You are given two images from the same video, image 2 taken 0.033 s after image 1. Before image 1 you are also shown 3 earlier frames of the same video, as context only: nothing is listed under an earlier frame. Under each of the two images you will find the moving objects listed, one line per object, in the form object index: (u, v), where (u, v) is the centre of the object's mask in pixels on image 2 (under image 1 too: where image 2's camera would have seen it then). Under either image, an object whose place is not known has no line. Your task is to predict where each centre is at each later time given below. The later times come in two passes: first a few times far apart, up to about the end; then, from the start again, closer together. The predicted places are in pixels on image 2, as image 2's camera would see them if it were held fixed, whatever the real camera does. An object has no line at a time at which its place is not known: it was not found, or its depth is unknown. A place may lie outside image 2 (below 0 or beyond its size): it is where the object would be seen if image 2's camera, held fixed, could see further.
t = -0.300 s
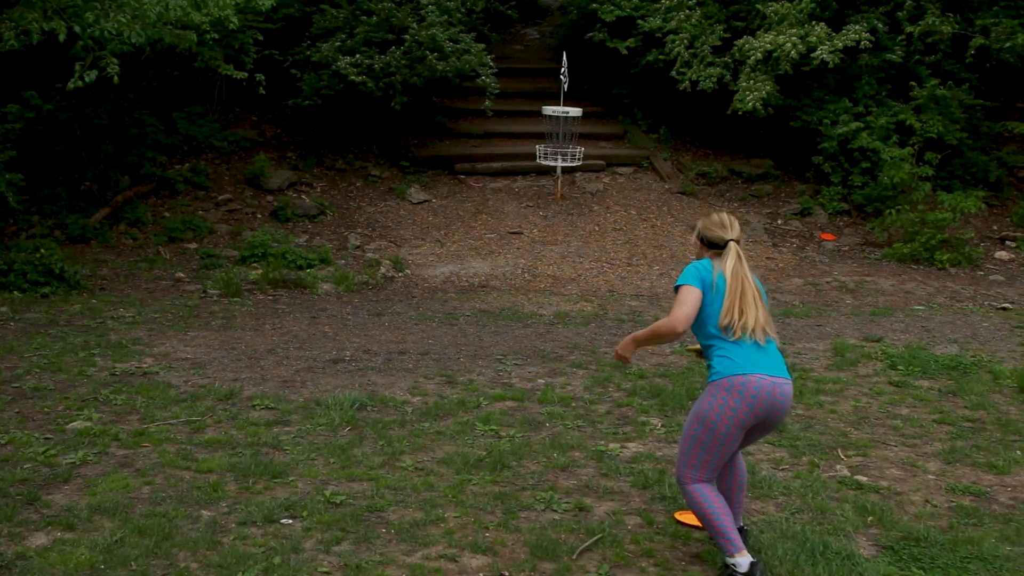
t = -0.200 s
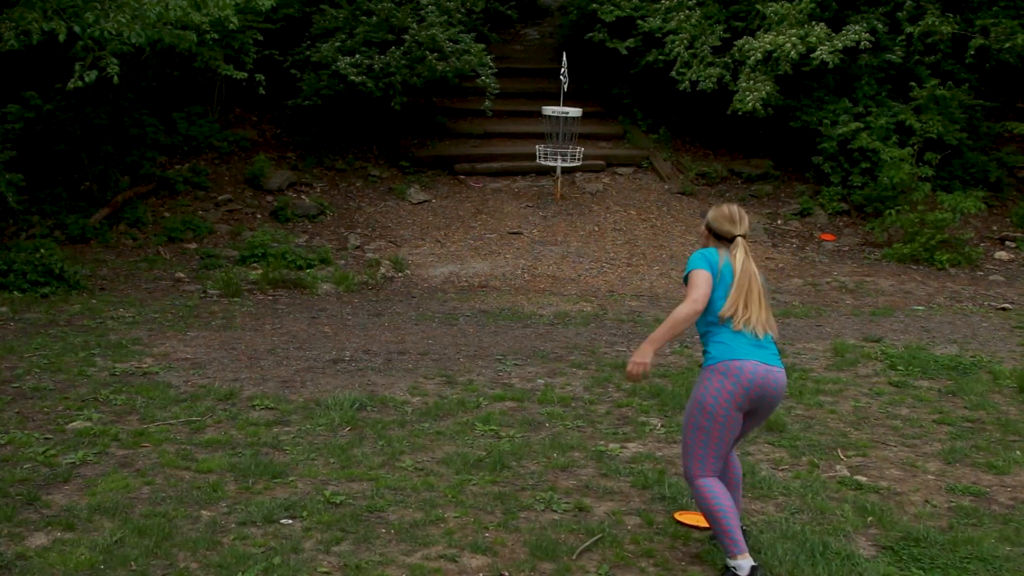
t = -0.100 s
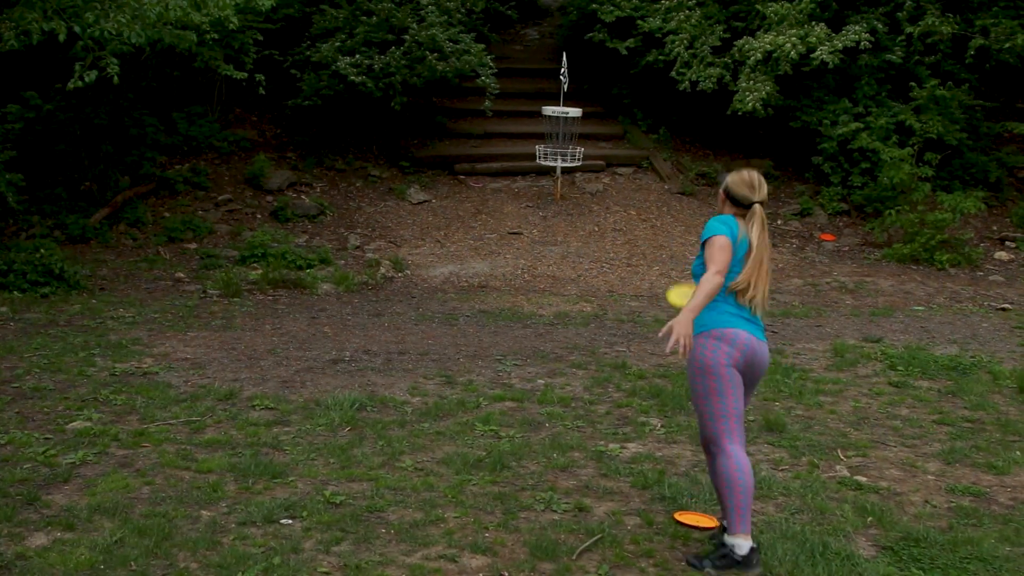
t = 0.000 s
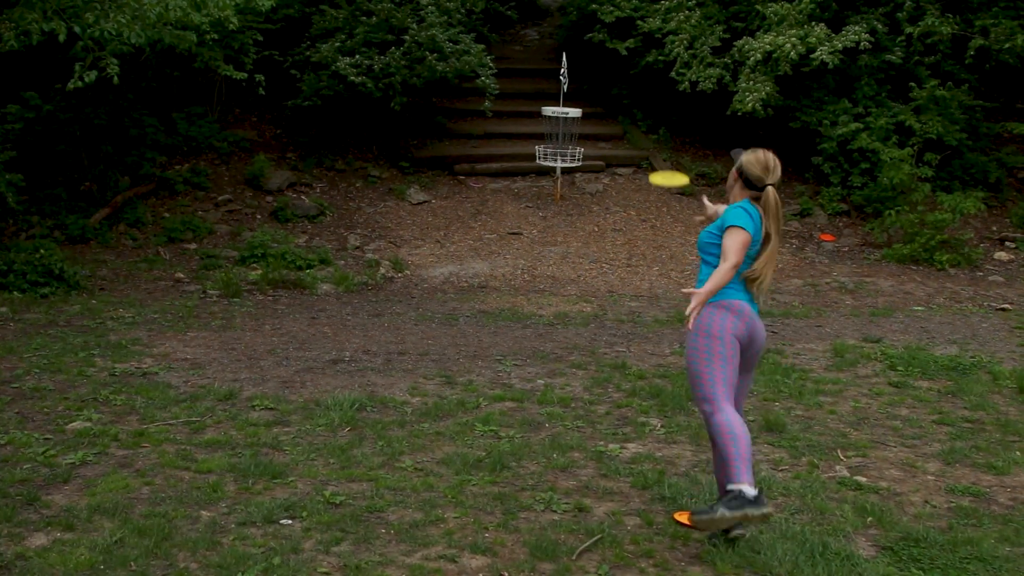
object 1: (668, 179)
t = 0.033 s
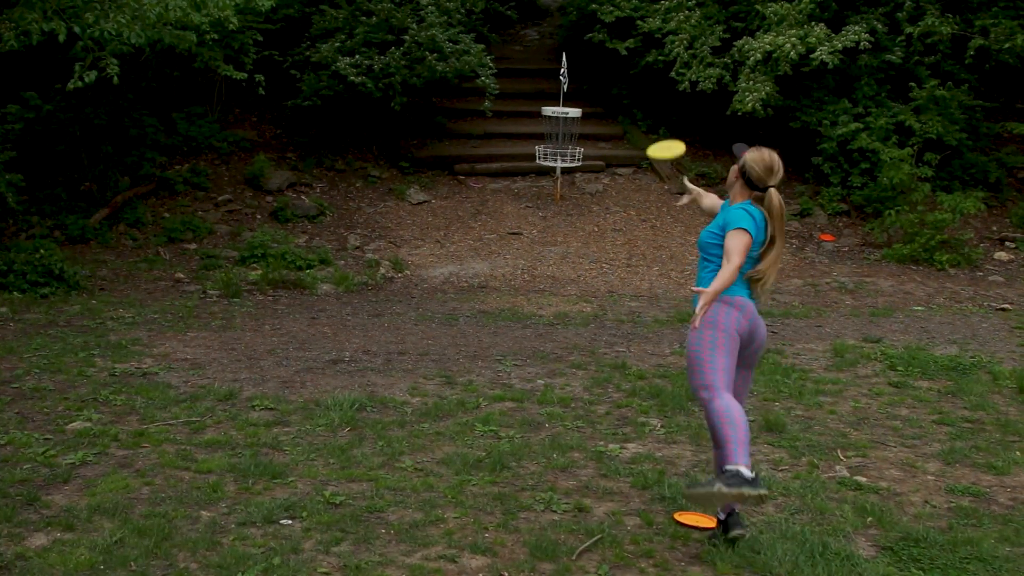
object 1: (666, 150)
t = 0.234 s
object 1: (650, 51)
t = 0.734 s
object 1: (623, 39)
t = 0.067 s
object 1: (662, 125)
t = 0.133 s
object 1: (657, 87)
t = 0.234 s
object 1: (650, 51)
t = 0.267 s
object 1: (647, 43)
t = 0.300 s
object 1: (646, 37)
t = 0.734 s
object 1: (623, 39)
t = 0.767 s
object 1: (621, 42)
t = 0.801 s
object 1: (619, 45)
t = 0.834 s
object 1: (618, 48)
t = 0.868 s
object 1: (616, 51)
